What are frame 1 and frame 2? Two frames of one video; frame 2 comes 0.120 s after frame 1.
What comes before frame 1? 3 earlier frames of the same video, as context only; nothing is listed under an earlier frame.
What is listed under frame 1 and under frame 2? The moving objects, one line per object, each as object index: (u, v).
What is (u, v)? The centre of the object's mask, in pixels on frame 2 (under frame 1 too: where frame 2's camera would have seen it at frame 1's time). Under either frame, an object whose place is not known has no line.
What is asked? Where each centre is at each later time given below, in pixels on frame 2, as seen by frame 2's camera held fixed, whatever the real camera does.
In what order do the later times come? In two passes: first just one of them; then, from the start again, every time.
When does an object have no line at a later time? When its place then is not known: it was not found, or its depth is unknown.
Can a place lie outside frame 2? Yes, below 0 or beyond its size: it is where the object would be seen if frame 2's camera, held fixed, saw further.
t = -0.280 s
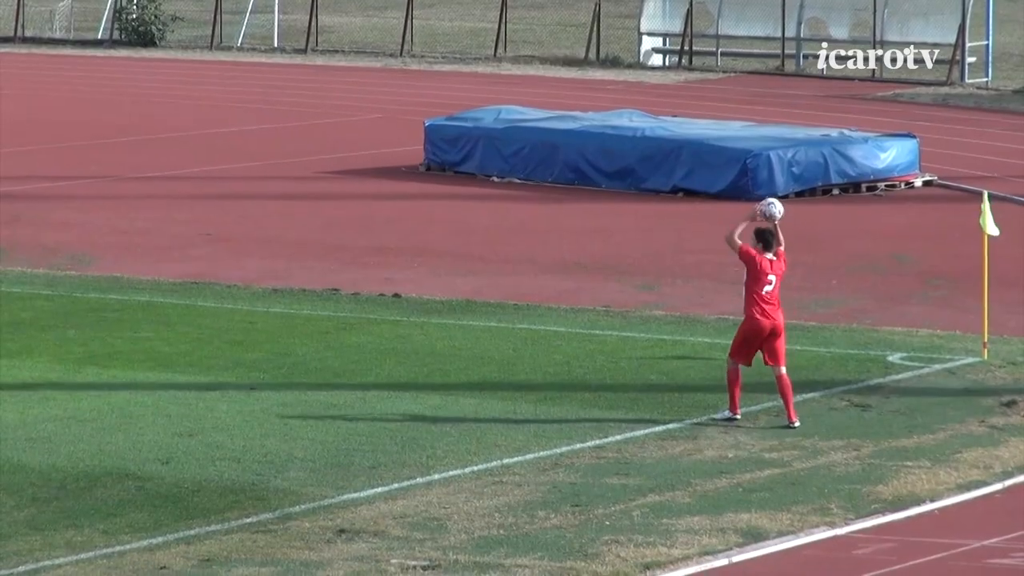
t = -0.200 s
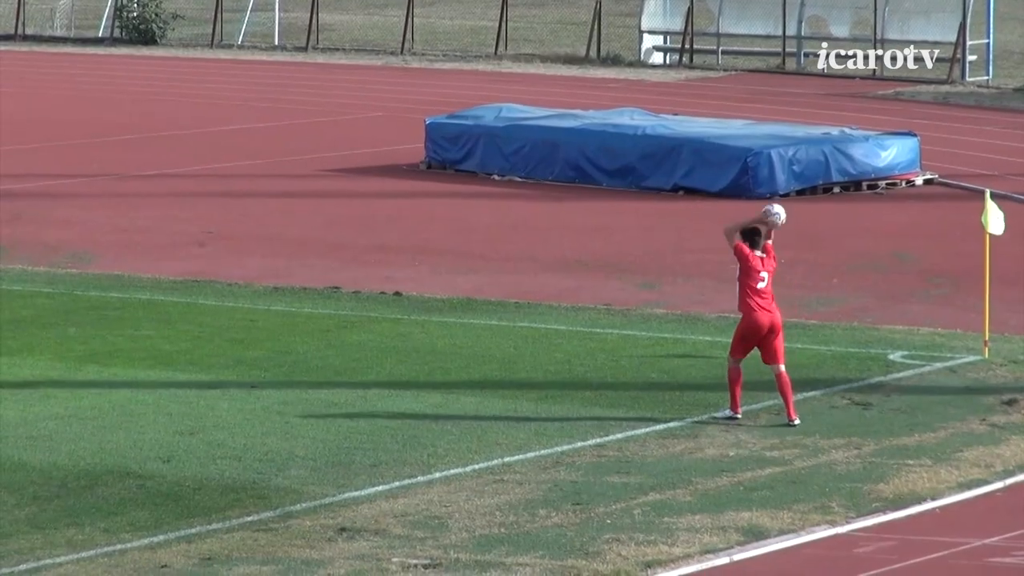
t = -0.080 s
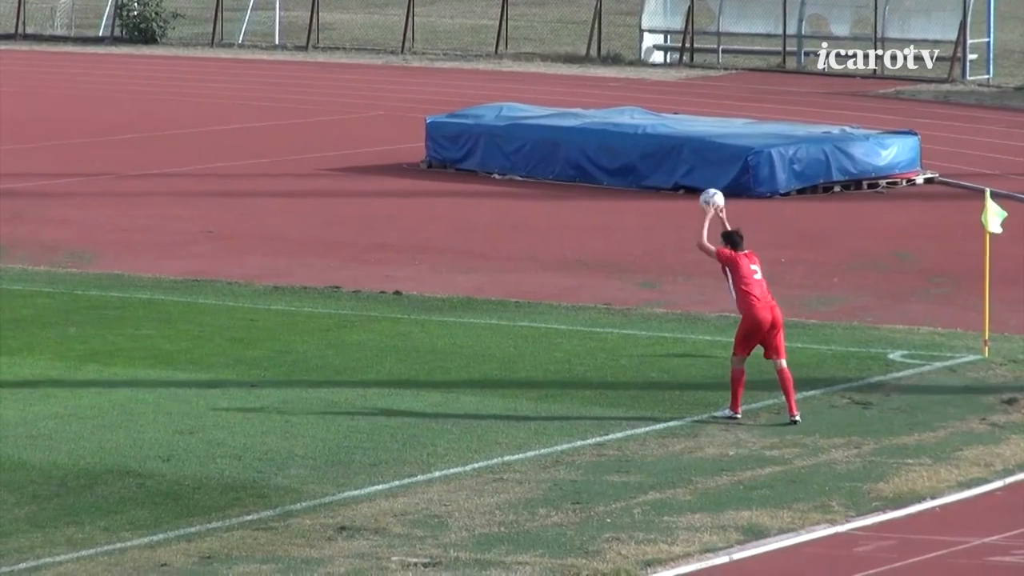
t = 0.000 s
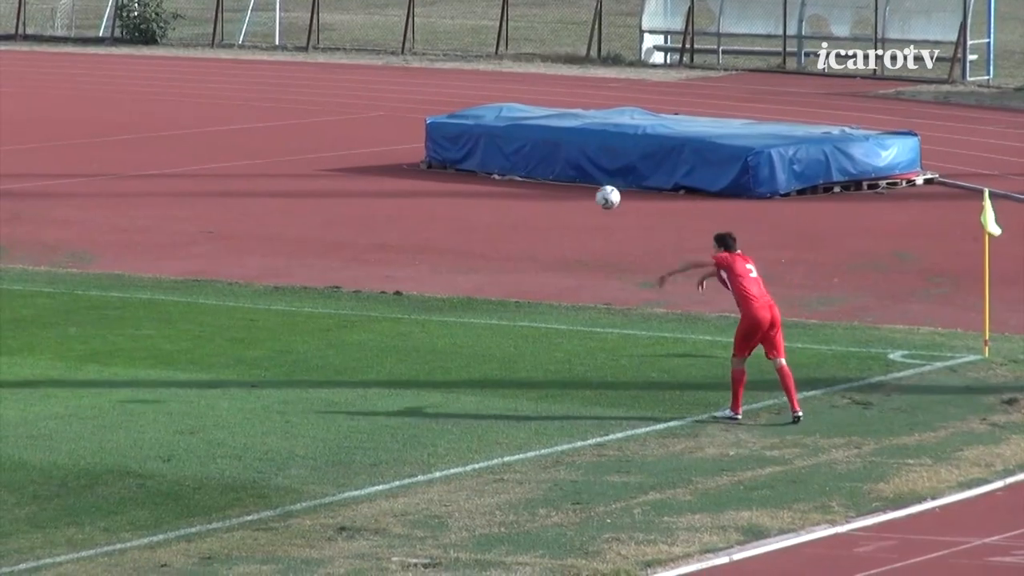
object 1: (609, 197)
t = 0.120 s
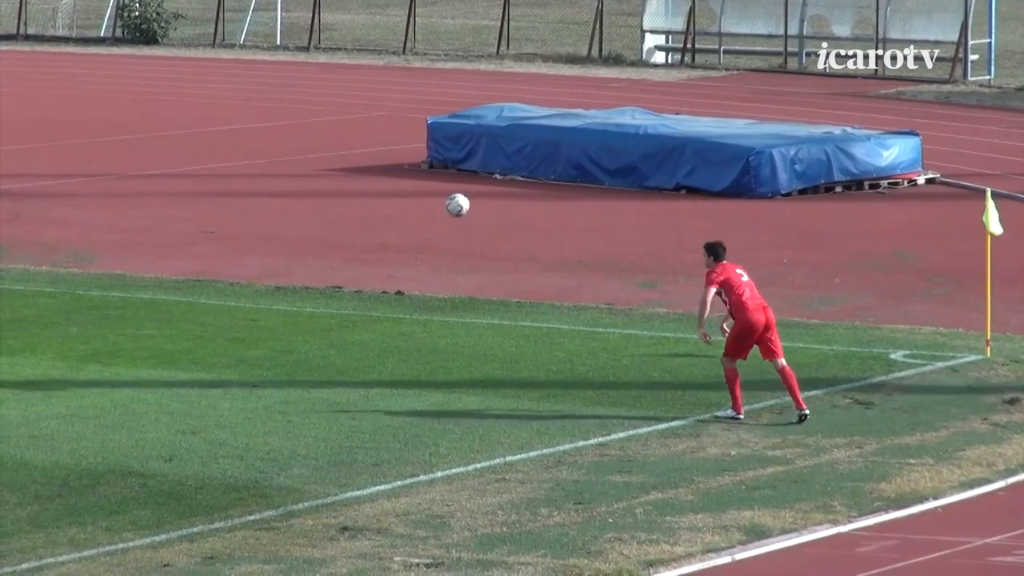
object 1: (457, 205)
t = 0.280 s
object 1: (264, 238)
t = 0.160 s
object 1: (408, 211)
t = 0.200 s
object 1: (360, 218)
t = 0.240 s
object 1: (311, 228)
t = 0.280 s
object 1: (264, 238)
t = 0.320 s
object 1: (217, 250)
